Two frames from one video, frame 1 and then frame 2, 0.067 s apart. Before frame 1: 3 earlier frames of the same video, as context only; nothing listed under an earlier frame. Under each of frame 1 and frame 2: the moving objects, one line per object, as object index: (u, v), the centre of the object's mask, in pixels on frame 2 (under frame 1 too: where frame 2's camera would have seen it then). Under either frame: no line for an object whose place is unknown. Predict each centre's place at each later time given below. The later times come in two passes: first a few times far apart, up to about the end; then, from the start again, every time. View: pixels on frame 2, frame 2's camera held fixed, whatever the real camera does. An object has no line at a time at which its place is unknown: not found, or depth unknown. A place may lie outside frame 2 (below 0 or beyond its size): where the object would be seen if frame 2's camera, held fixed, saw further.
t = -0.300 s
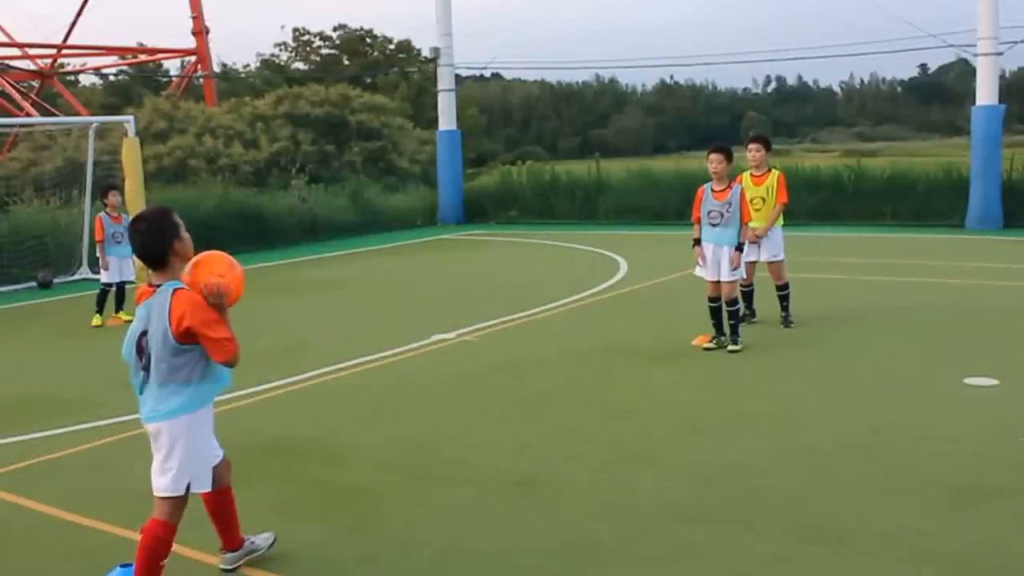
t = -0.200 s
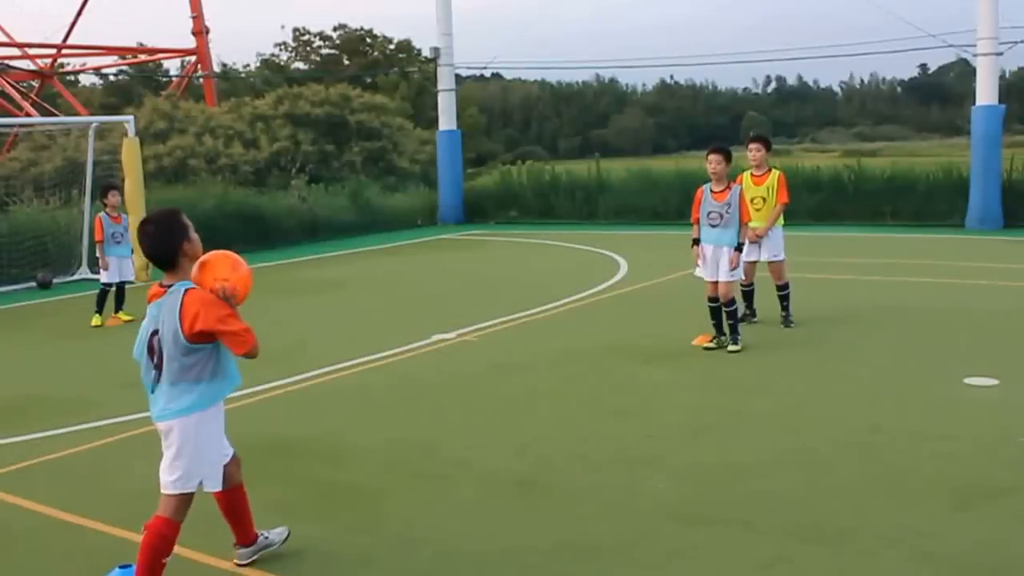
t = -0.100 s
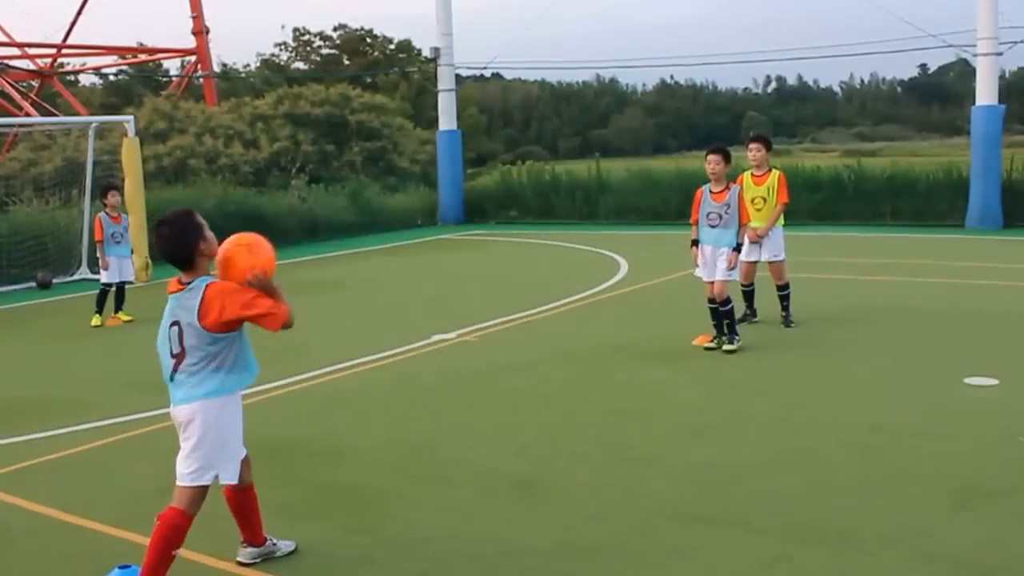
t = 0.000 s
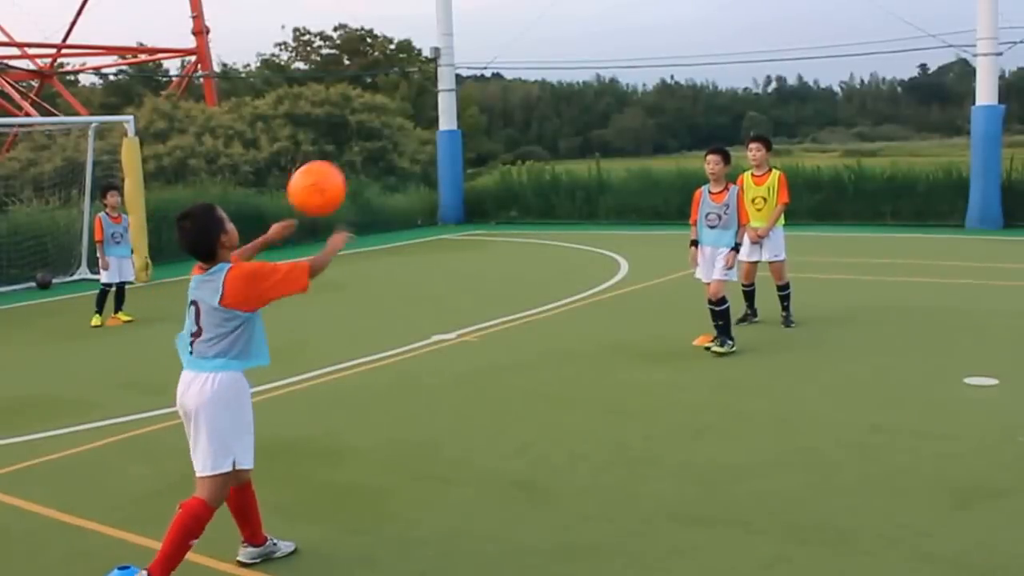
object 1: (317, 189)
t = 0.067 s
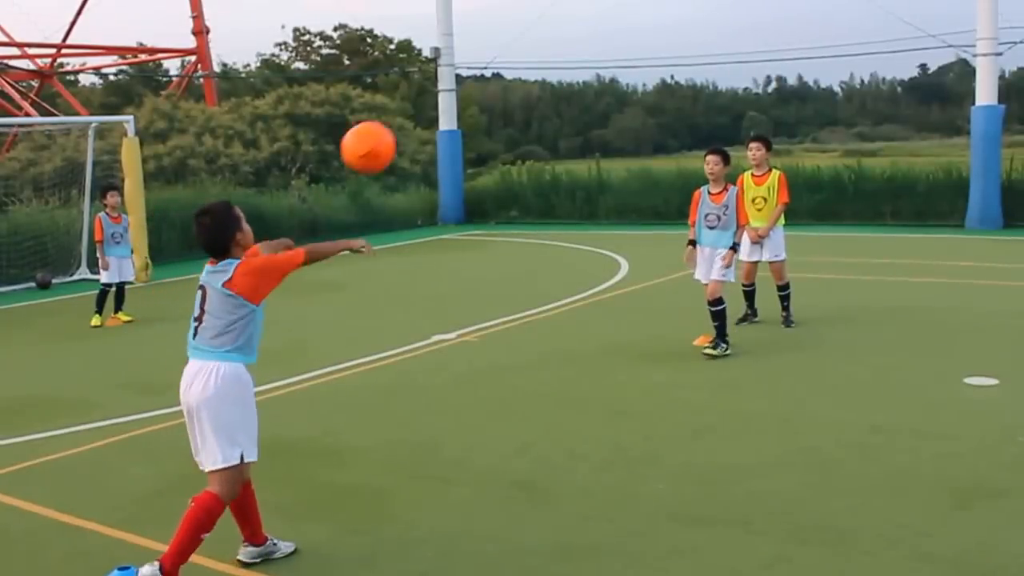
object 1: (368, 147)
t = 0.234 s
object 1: (475, 104)
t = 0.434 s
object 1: (567, 130)
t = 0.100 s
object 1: (392, 132)
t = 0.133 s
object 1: (413, 120)
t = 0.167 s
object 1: (435, 112)
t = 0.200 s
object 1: (455, 107)
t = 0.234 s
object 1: (475, 104)
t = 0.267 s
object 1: (492, 103)
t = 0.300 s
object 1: (508, 105)
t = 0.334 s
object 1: (525, 108)
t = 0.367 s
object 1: (540, 114)
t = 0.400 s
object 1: (554, 122)
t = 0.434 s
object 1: (567, 130)
